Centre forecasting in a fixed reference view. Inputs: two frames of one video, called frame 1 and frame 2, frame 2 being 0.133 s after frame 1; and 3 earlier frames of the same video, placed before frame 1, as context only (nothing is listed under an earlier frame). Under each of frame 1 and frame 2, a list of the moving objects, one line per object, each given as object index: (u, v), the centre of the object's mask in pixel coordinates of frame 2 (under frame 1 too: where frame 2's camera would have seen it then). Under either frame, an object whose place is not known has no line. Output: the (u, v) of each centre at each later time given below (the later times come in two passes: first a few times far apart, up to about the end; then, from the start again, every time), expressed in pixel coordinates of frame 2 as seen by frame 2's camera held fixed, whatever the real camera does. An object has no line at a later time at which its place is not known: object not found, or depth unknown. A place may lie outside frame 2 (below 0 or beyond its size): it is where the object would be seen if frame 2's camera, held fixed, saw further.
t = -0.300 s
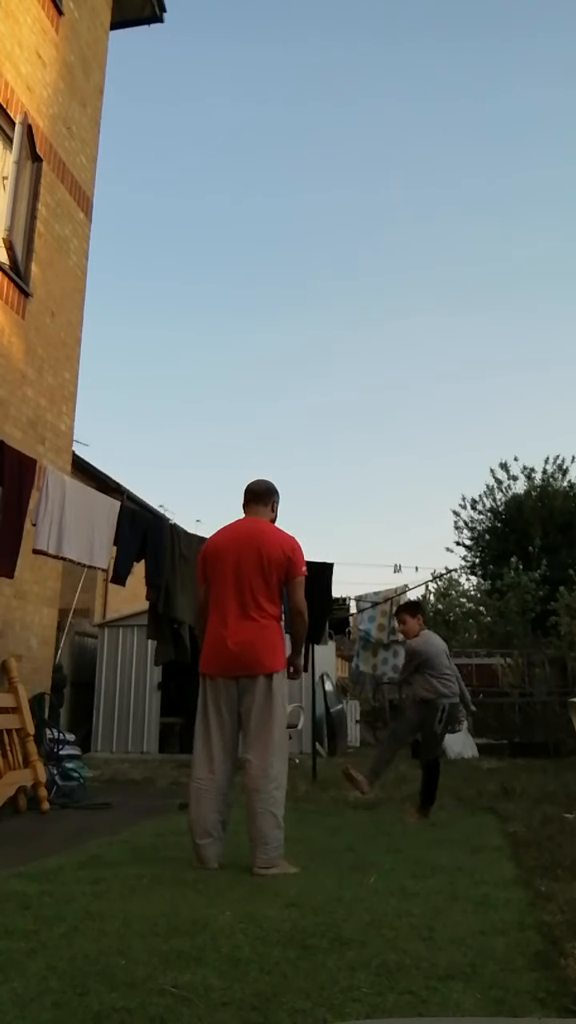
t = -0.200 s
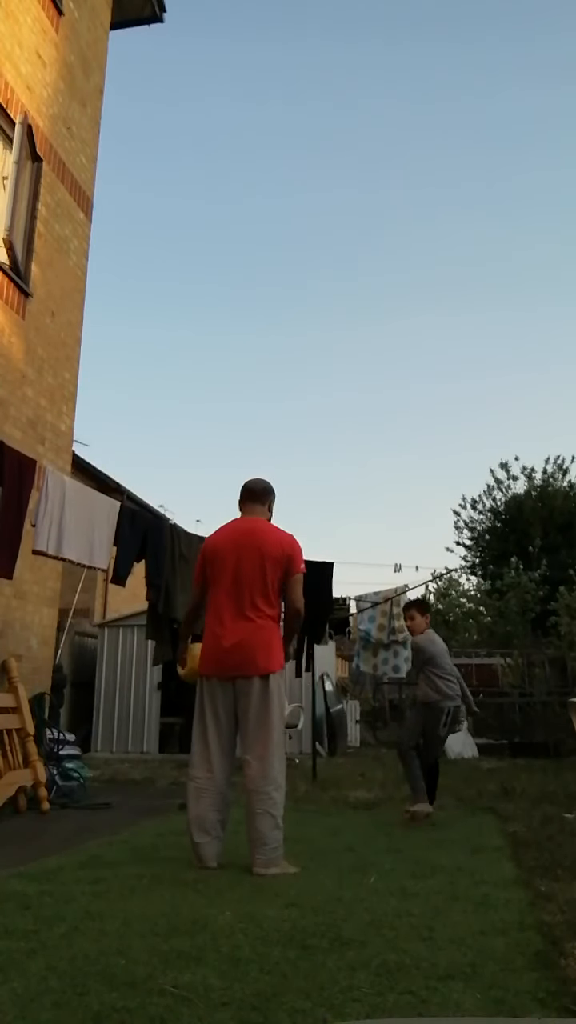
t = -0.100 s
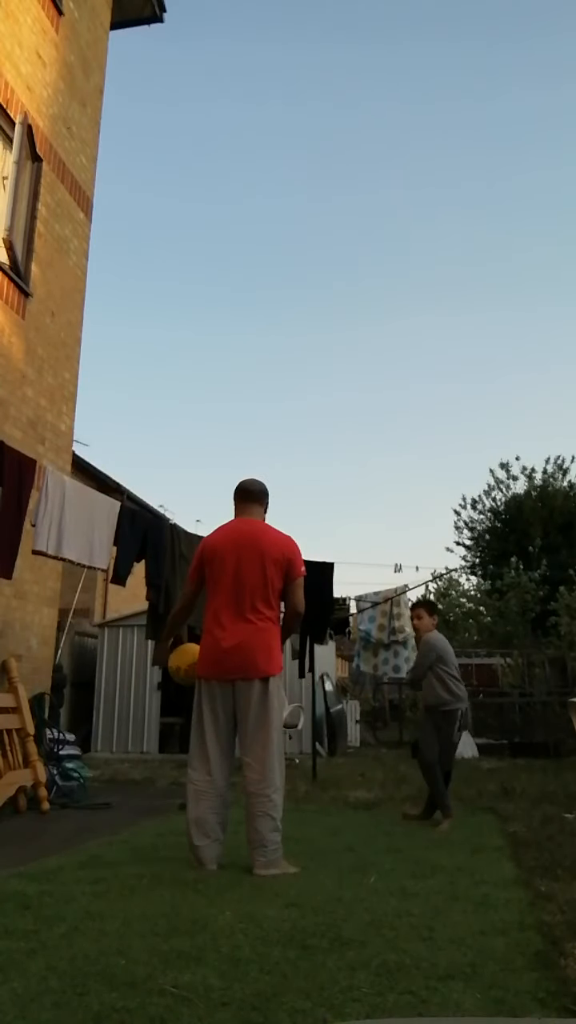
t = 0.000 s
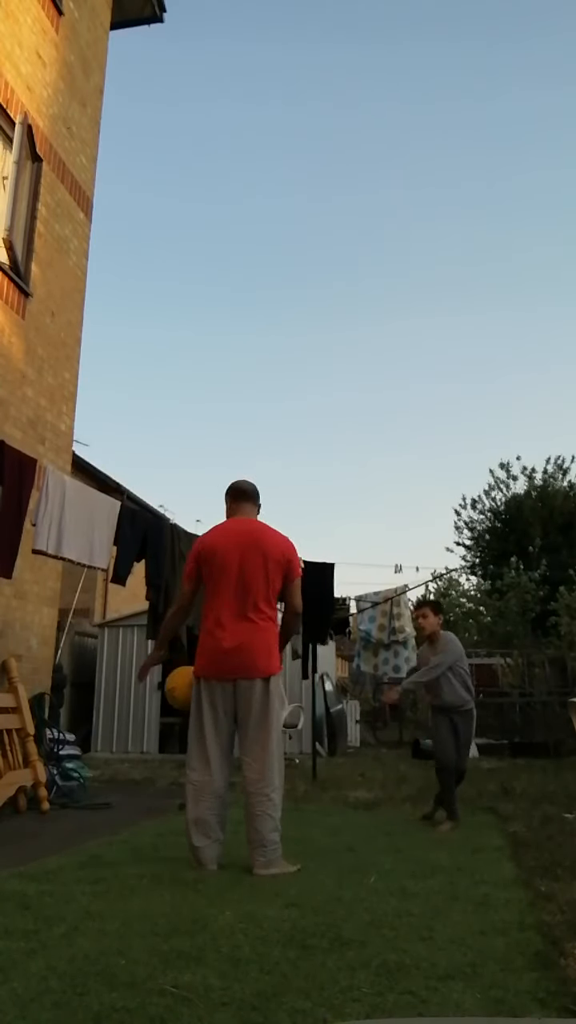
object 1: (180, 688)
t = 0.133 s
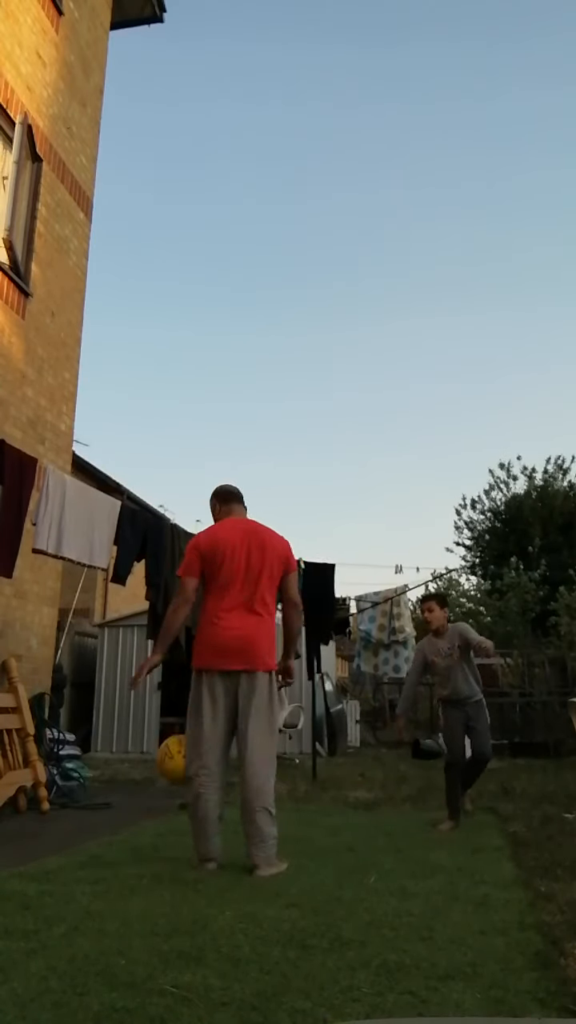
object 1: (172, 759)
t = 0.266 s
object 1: (149, 852)
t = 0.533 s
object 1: (106, 820)
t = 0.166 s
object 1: (171, 781)
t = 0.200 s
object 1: (165, 803)
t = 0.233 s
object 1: (157, 830)
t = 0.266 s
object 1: (149, 852)
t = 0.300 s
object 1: (143, 840)
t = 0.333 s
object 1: (138, 829)
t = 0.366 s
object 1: (133, 821)
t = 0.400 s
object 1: (128, 815)
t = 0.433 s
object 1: (123, 812)
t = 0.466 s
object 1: (117, 812)
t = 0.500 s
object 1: (112, 814)
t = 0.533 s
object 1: (106, 820)
